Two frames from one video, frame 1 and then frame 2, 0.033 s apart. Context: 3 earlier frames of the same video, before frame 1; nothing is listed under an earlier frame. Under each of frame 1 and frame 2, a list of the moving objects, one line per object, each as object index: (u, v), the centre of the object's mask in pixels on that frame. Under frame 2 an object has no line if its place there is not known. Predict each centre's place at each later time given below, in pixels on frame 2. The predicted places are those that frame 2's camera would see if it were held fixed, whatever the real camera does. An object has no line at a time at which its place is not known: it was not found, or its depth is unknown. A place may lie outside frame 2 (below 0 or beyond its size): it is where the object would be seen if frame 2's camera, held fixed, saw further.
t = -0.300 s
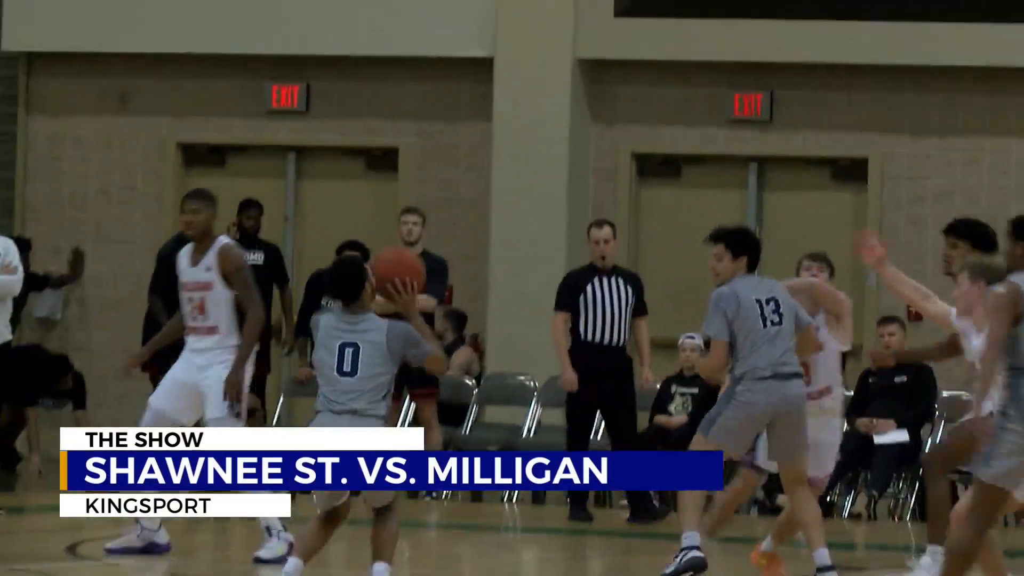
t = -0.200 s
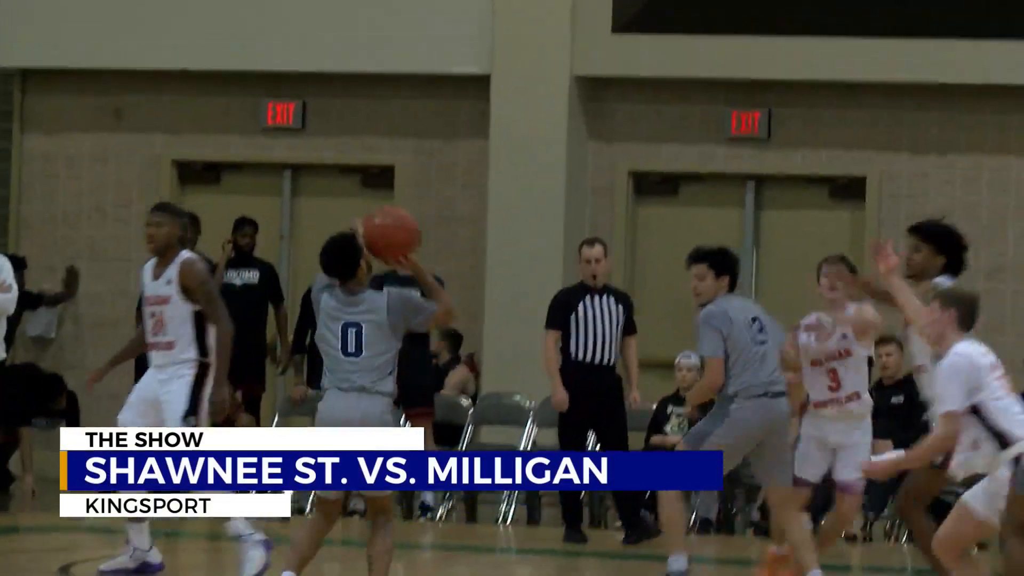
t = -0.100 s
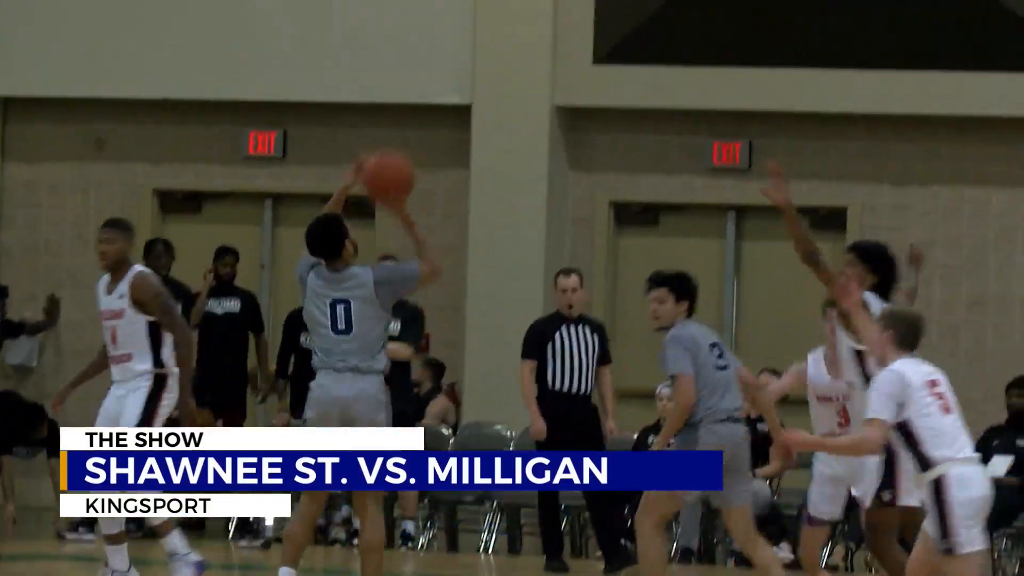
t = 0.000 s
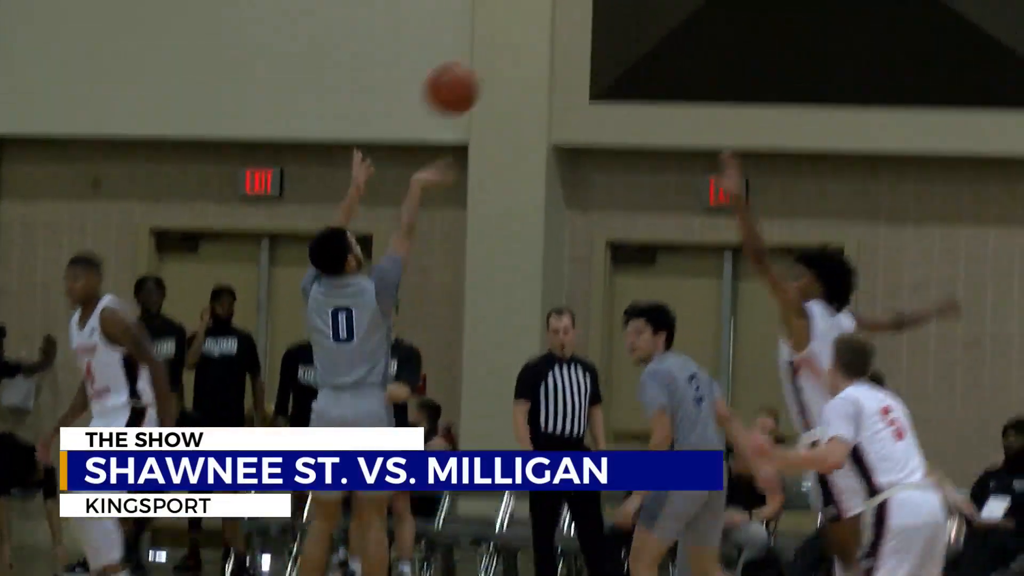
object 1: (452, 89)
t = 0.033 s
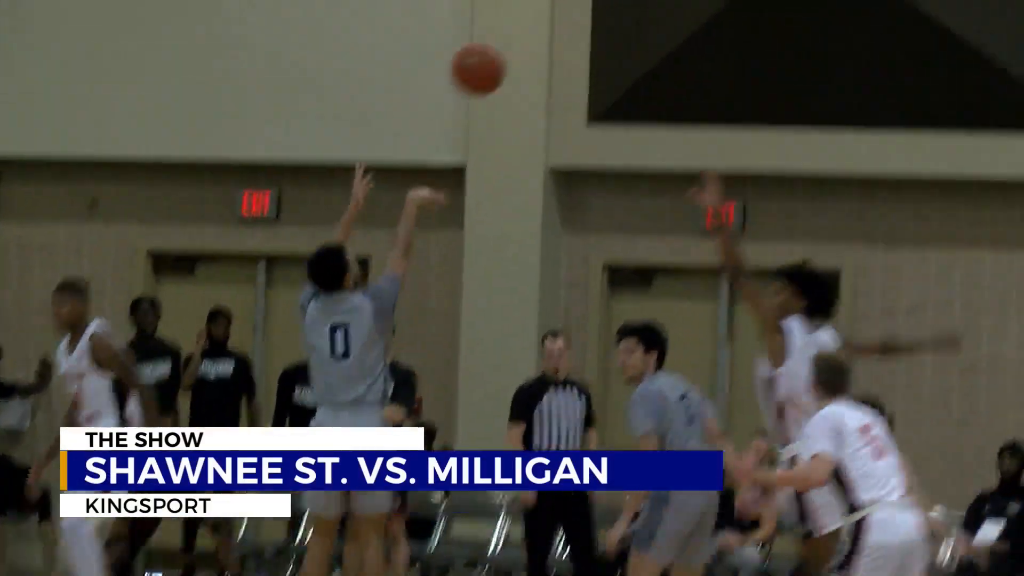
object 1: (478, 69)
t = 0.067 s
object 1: (509, 29)
